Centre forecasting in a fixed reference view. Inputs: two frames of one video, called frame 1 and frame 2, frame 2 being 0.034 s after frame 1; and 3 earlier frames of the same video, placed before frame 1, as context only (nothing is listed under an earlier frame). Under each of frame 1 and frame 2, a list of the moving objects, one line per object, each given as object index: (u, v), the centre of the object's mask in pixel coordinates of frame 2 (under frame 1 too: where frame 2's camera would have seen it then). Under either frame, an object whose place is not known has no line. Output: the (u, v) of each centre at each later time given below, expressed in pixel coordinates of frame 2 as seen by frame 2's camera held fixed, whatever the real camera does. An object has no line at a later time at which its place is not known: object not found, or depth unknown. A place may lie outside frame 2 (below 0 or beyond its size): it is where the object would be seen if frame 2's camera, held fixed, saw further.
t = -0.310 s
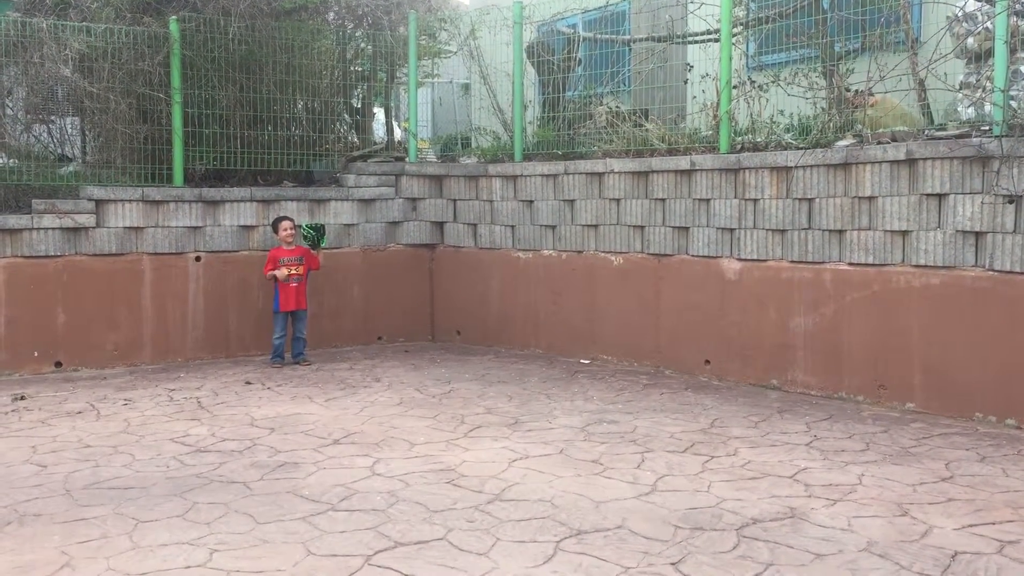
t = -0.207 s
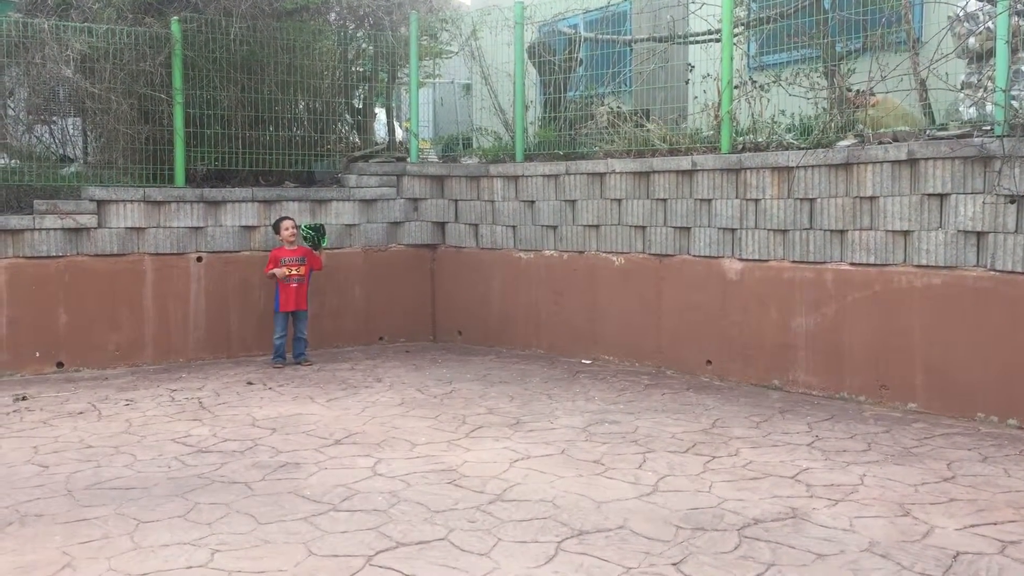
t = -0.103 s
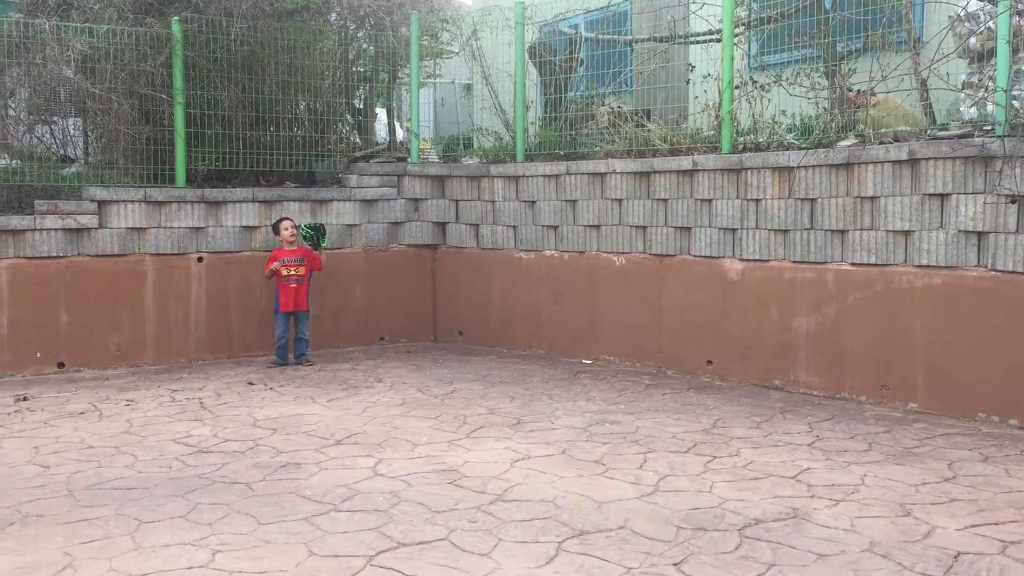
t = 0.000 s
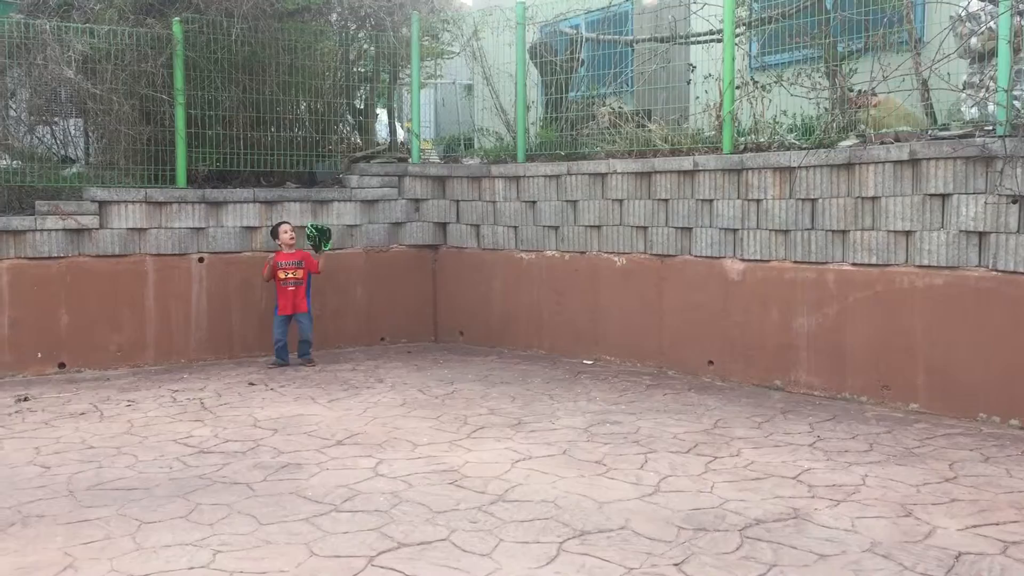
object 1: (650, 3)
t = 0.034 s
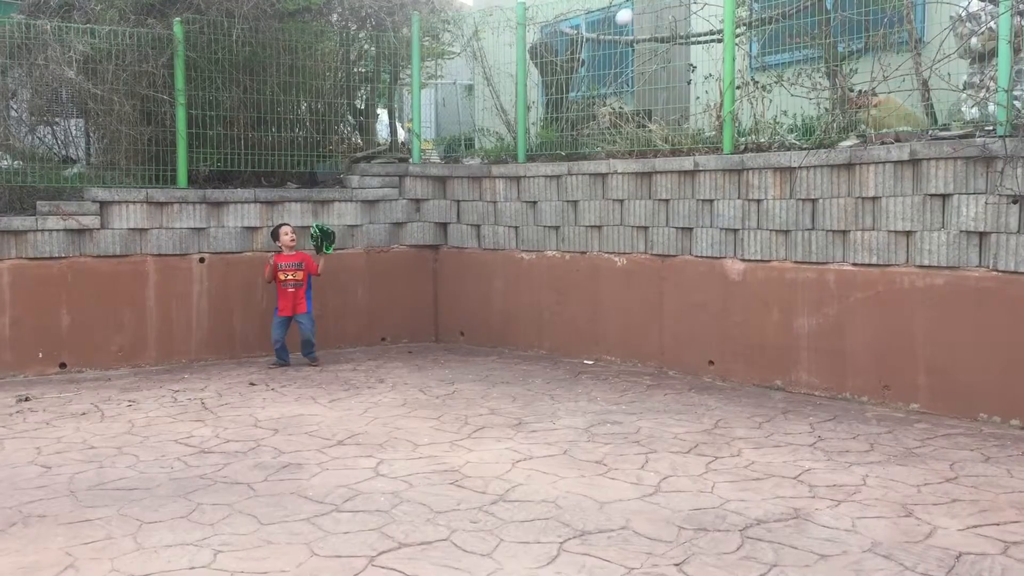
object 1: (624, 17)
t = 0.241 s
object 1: (499, 128)
